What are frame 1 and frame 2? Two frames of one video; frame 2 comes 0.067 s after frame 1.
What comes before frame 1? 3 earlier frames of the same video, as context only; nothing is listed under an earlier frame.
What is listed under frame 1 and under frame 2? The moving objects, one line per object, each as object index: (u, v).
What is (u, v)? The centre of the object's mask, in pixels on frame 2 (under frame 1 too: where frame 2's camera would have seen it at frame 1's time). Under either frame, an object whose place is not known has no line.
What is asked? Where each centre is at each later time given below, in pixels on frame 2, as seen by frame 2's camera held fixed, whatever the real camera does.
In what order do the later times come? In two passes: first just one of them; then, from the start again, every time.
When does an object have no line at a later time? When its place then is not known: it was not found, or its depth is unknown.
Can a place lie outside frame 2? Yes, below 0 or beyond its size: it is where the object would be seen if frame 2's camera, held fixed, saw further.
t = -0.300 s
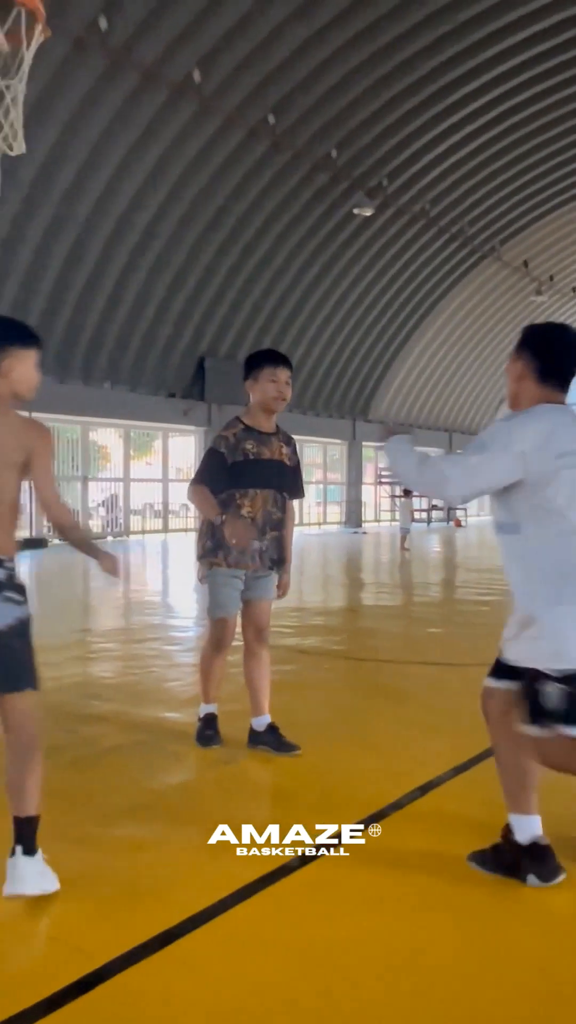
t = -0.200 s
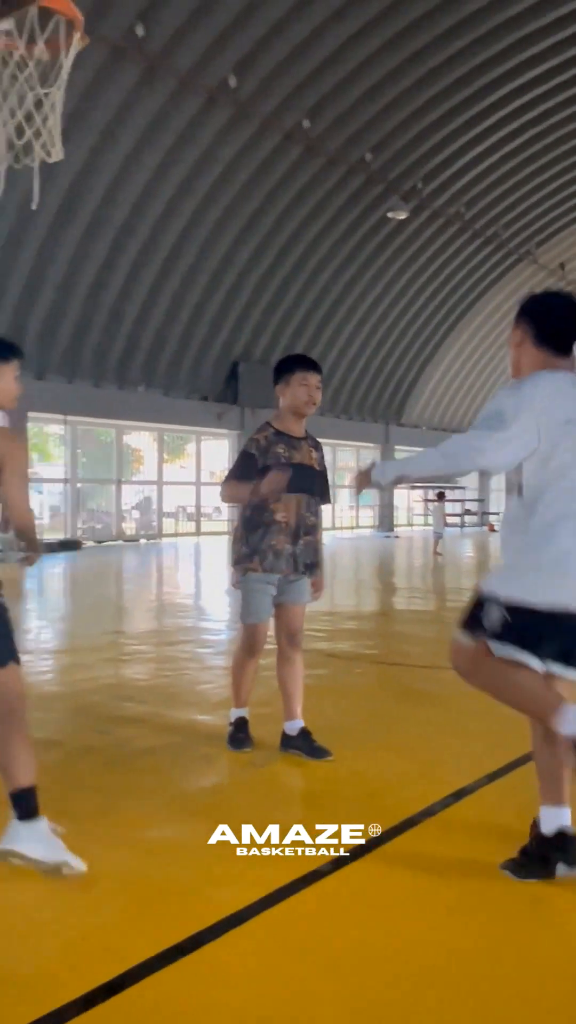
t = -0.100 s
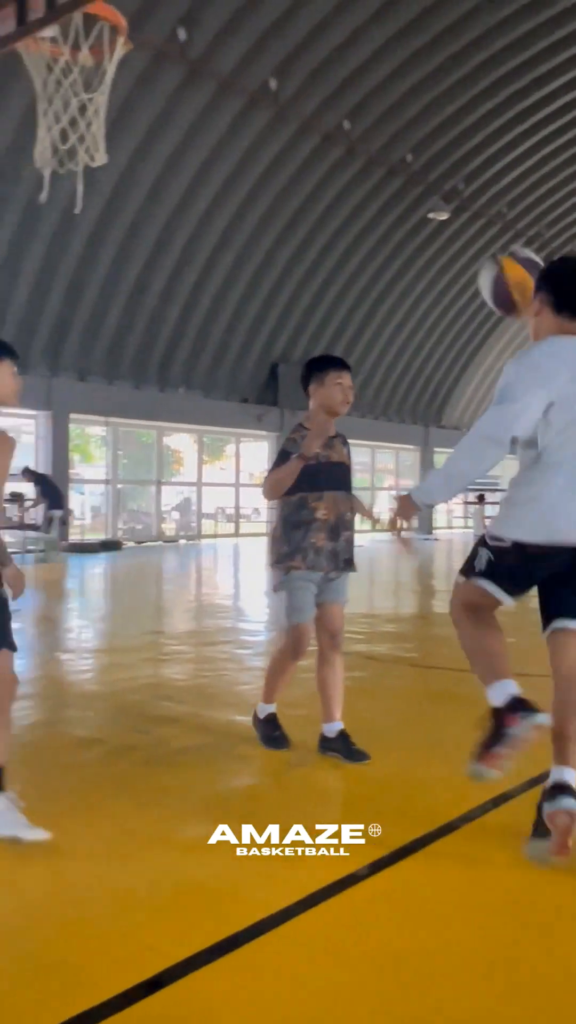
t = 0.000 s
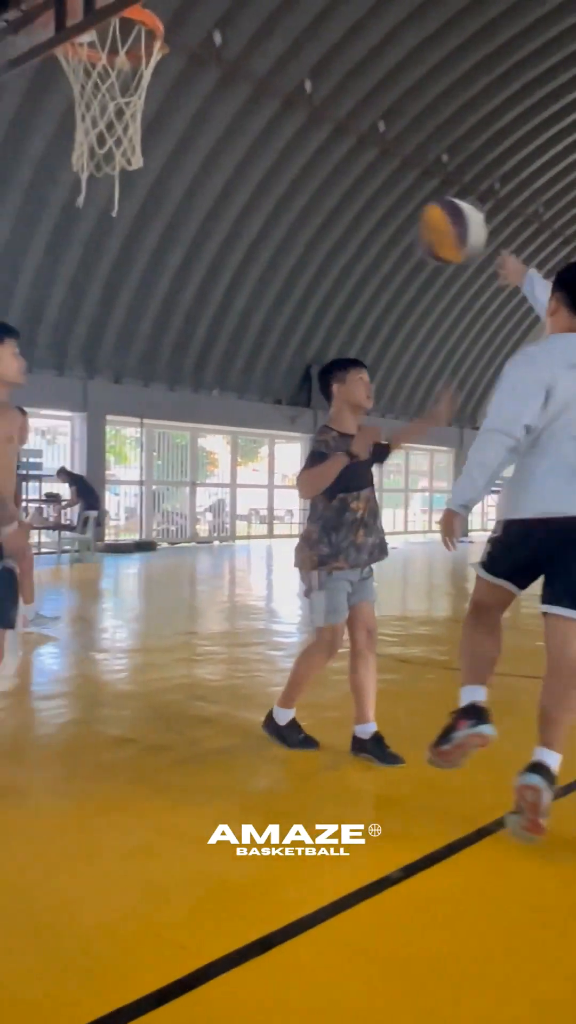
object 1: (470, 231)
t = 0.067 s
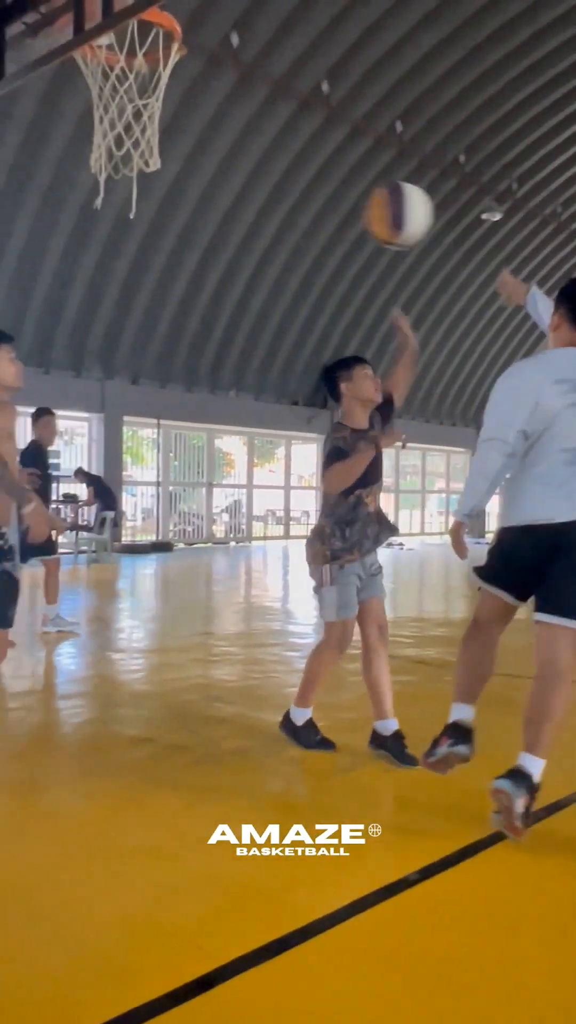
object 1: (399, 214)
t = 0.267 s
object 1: (202, 234)
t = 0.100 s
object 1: (363, 210)
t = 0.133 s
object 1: (330, 211)
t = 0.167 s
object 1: (298, 213)
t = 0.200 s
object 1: (269, 218)
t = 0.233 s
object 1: (236, 224)
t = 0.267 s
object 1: (202, 234)
